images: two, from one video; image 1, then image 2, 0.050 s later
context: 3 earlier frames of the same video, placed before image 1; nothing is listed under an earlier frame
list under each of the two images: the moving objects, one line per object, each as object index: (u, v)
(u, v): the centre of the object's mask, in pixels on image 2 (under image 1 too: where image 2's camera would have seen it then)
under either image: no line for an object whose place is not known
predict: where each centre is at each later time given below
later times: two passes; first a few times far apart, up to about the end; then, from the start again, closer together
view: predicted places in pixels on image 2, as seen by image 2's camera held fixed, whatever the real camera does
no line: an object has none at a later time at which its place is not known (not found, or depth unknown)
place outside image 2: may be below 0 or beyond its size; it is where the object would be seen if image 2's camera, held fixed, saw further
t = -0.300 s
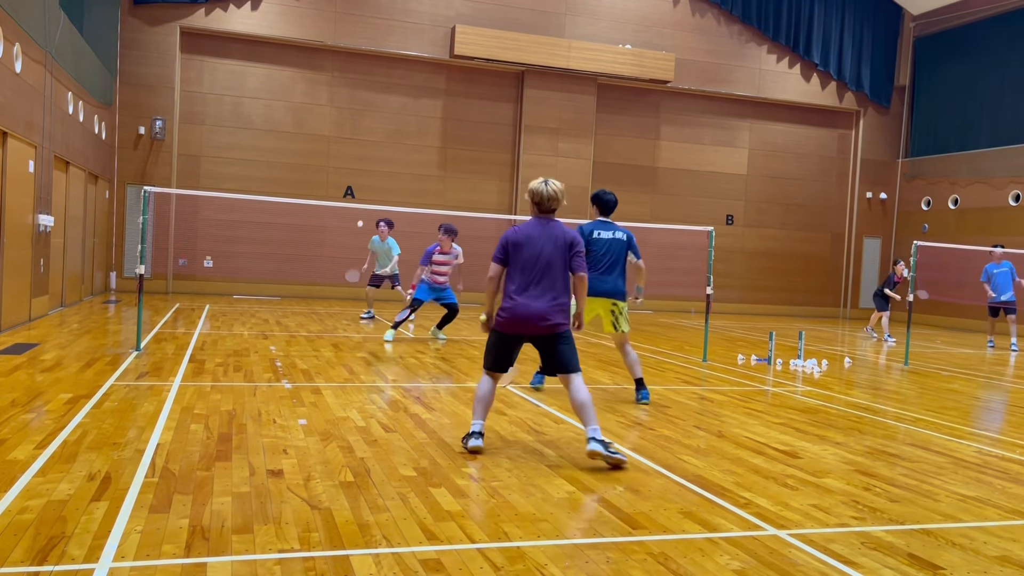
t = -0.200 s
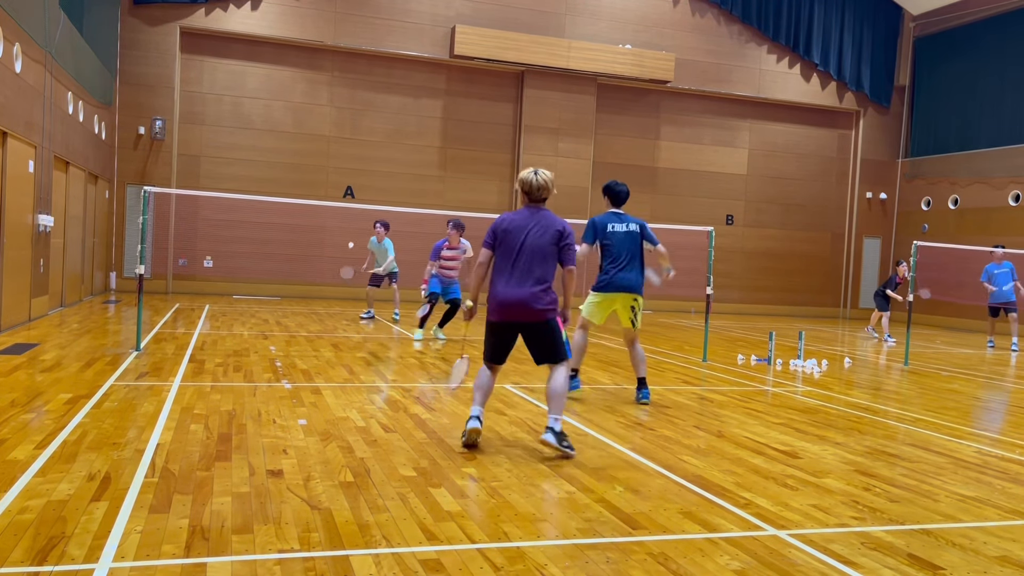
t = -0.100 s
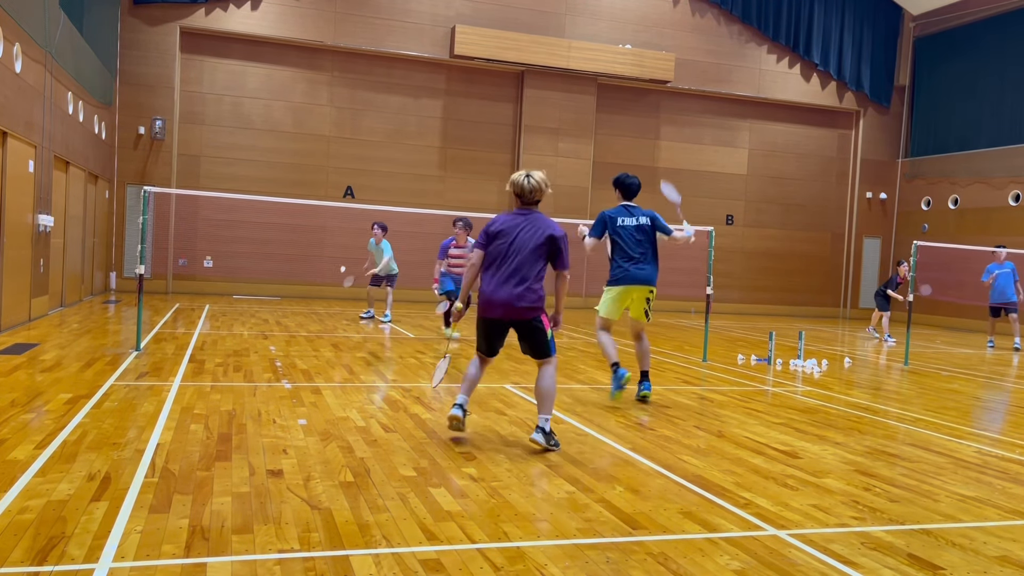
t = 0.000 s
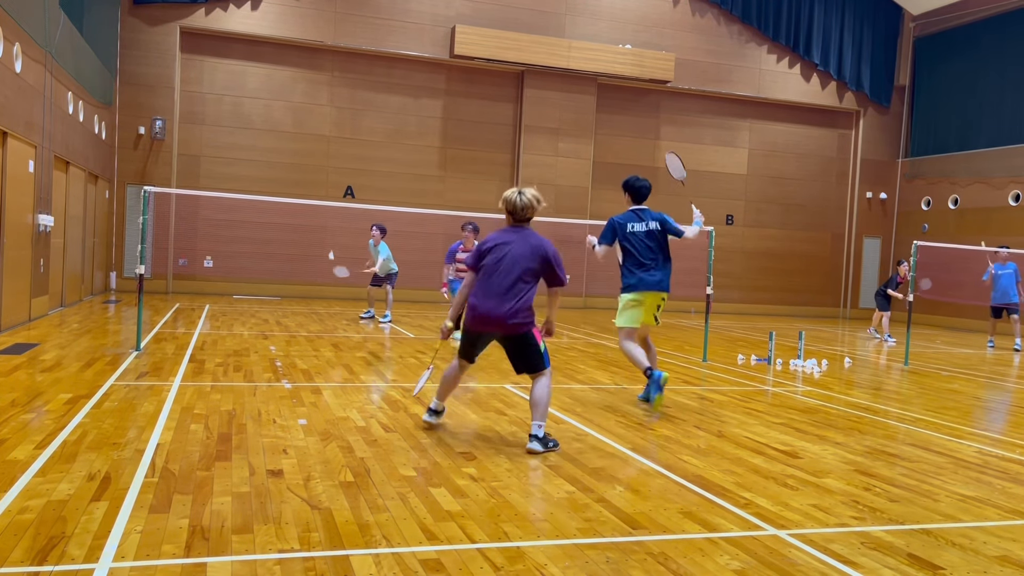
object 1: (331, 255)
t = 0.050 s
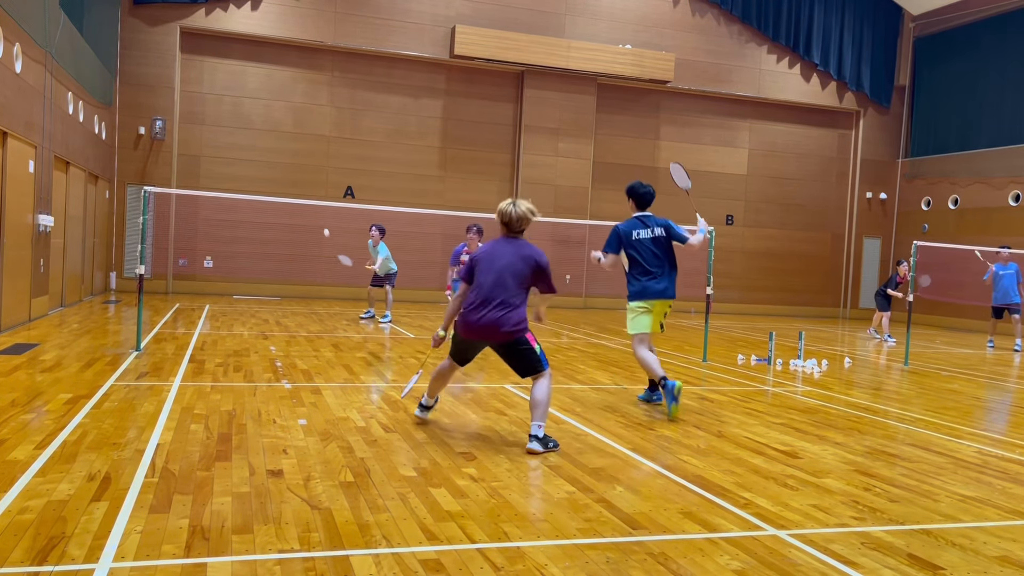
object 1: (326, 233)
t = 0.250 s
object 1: (304, 178)
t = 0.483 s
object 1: (277, 157)
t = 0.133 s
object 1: (317, 208)
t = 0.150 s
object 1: (315, 202)
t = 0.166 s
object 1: (313, 197)
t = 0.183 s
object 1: (312, 193)
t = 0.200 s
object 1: (310, 189)
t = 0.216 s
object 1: (308, 185)
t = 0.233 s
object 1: (306, 182)
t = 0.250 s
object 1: (304, 178)
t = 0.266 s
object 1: (302, 175)
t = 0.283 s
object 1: (300, 173)
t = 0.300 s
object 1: (298, 170)
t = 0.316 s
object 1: (296, 168)
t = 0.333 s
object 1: (293, 165)
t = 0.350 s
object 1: (292, 164)
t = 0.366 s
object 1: (290, 162)
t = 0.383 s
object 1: (288, 161)
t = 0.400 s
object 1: (286, 159)
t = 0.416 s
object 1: (285, 158)
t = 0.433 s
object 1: (282, 158)
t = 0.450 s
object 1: (281, 157)
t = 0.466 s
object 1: (279, 157)
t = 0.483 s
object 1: (277, 157)
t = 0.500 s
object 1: (275, 158)
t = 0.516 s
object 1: (272, 158)
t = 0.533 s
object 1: (270, 159)
